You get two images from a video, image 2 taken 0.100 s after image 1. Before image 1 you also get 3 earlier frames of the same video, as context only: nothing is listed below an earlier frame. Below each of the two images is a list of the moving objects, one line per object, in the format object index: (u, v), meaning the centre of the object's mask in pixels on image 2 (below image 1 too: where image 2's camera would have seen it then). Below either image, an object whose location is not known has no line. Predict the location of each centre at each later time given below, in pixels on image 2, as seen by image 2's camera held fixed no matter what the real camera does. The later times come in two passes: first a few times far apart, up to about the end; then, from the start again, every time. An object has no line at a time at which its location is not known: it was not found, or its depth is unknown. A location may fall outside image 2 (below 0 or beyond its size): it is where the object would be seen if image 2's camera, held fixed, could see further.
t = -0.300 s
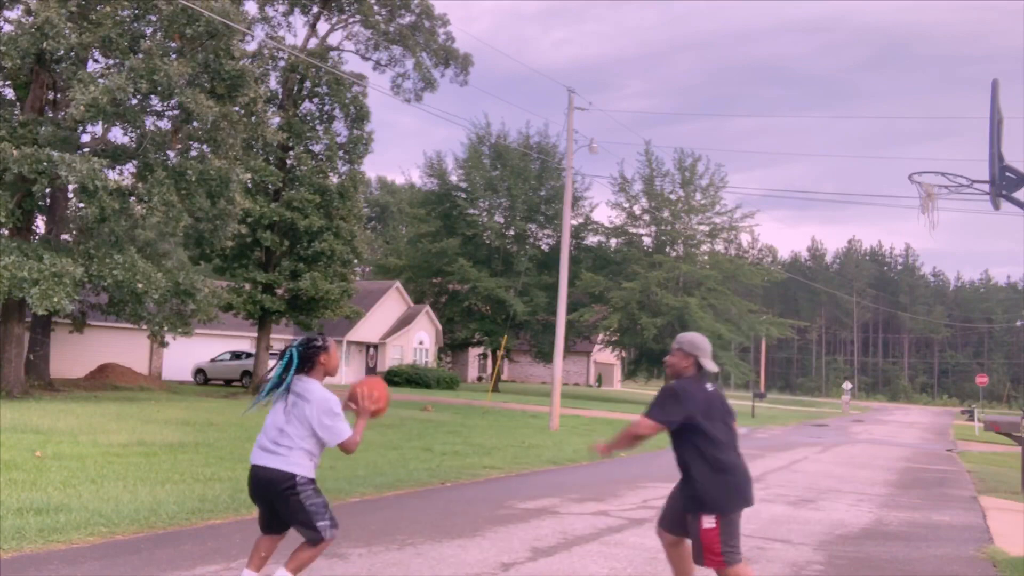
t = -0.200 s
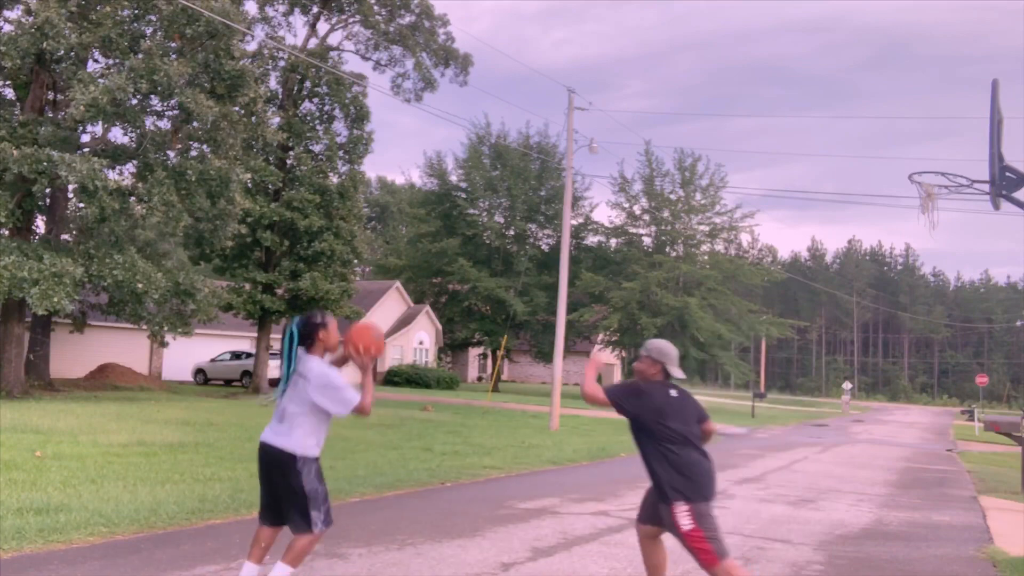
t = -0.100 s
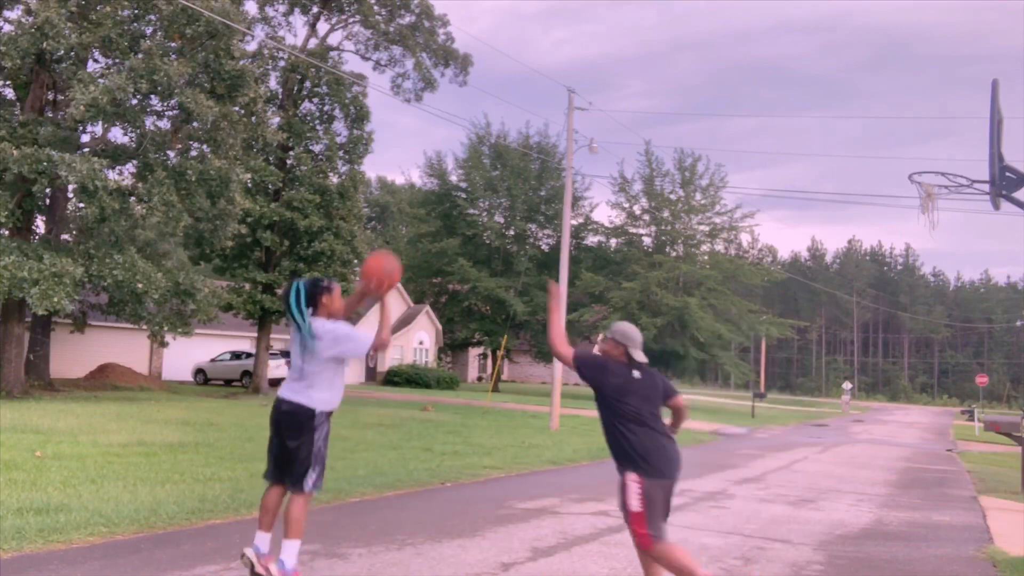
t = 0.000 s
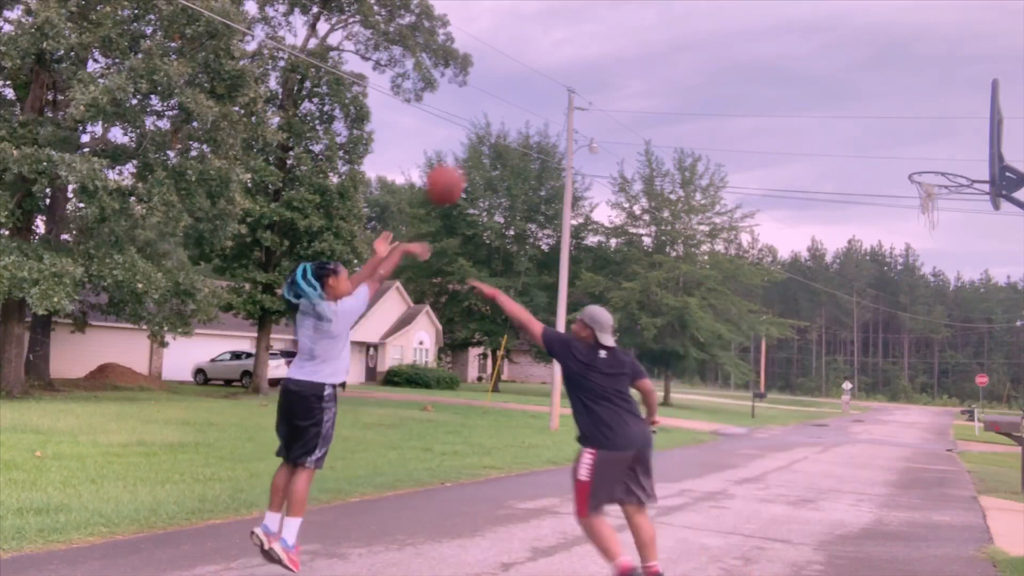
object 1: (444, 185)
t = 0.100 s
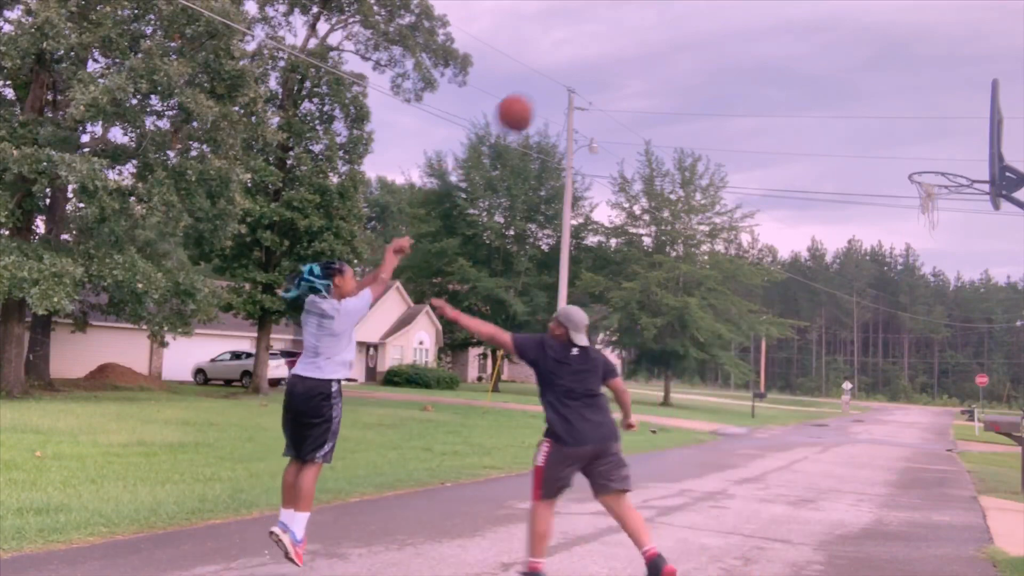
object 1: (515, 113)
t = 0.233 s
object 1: (599, 50)
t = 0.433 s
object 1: (713, 13)
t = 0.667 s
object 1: (828, 35)
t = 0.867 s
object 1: (917, 111)
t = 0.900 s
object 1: (931, 128)
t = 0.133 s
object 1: (536, 94)
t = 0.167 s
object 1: (558, 77)
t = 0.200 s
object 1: (579, 62)
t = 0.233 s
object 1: (599, 50)
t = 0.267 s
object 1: (620, 38)
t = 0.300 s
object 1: (639, 29)
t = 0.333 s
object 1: (658, 22)
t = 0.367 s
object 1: (677, 17)
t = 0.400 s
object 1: (695, 14)
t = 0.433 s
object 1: (713, 13)
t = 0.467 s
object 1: (730, 12)
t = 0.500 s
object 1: (747, 12)
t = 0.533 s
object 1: (764, 13)
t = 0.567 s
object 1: (780, 16)
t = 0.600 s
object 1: (797, 20)
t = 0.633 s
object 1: (812, 27)
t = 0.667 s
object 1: (828, 35)
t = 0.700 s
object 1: (844, 44)
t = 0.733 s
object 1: (858, 55)
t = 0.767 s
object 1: (874, 68)
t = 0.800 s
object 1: (888, 81)
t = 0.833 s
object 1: (903, 95)
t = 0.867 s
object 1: (917, 111)
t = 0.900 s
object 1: (931, 128)
